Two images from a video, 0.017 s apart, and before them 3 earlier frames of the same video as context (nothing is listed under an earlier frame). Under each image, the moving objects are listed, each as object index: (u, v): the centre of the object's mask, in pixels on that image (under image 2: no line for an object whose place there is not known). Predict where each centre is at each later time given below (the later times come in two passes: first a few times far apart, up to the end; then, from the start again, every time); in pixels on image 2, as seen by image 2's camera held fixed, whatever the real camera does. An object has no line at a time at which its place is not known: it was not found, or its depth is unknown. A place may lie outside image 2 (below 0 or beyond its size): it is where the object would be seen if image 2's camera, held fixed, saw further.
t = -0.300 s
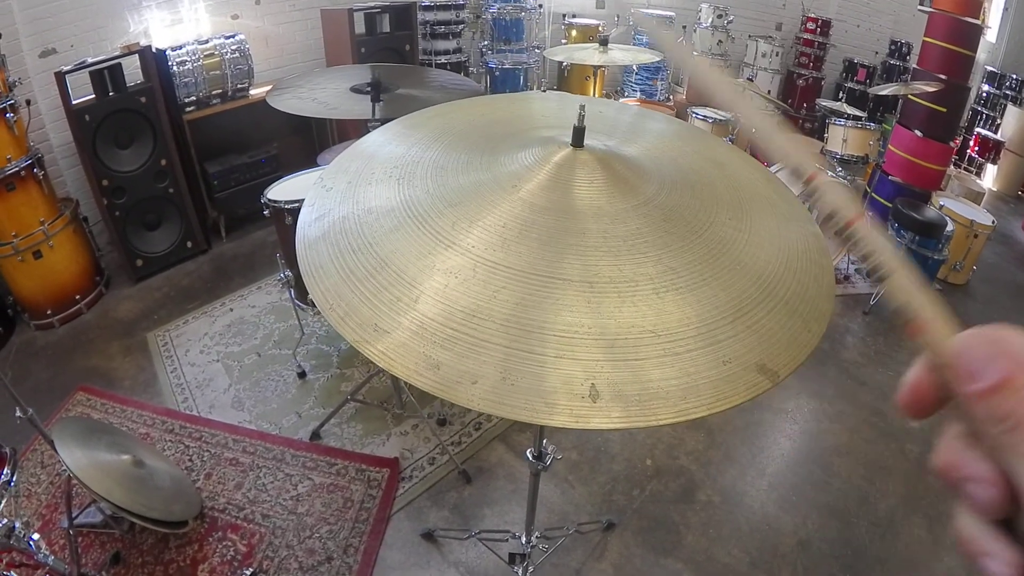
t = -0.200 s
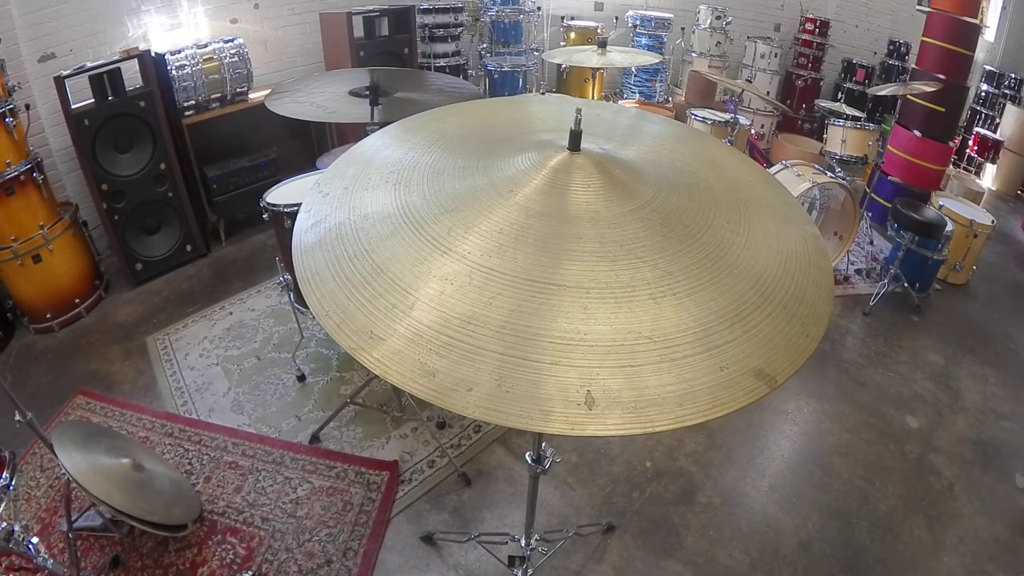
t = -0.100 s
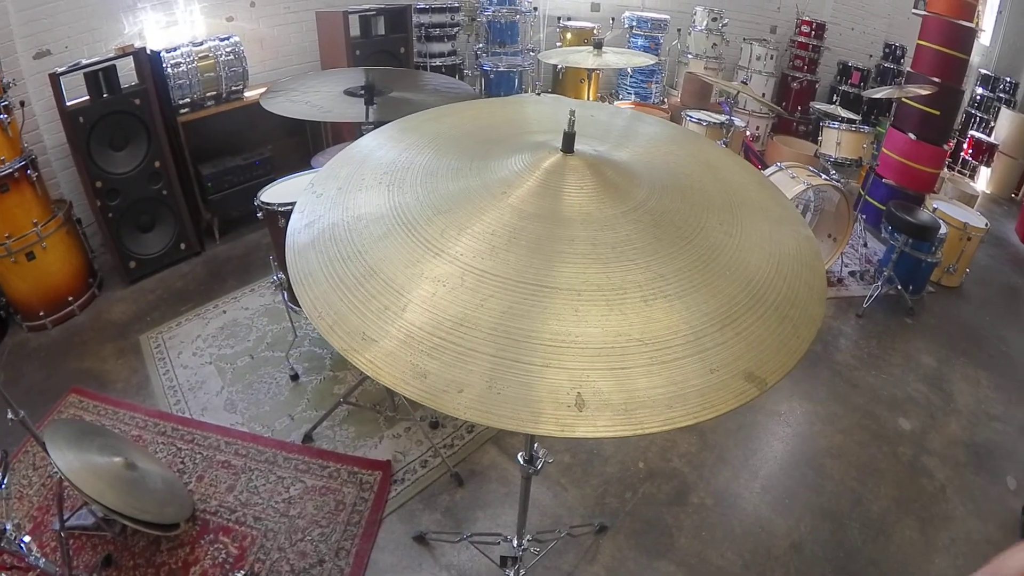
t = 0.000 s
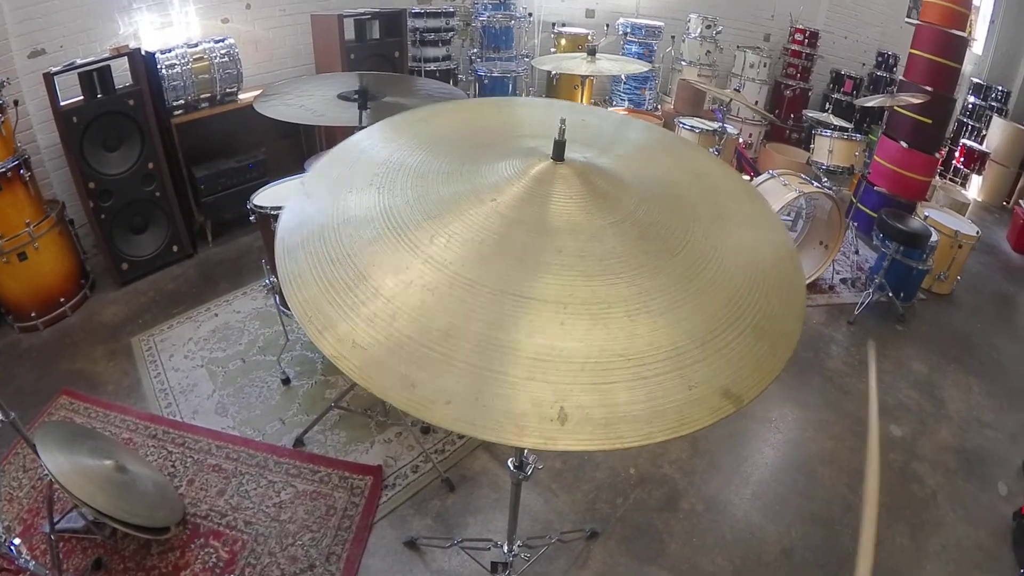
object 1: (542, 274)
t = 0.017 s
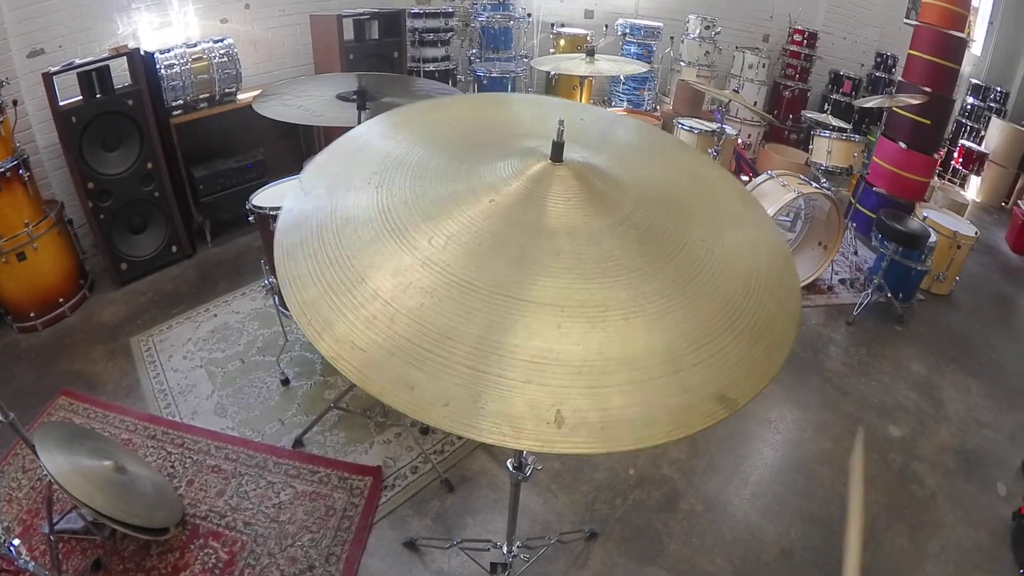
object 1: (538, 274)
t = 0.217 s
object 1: (531, 269)
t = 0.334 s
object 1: (541, 274)
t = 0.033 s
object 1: (535, 272)
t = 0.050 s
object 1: (533, 271)
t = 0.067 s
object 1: (532, 270)
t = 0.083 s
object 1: (531, 271)
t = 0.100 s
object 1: (529, 269)
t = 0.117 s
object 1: (528, 267)
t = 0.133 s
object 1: (528, 267)
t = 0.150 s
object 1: (529, 268)
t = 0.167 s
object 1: (529, 269)
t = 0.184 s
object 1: (529, 267)
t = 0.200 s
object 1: (529, 267)
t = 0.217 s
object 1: (531, 269)
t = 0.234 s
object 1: (533, 271)
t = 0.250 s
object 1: (533, 271)
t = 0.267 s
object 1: (535, 272)
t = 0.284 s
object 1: (537, 273)
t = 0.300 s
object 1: (538, 273)
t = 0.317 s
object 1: (540, 274)
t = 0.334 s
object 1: (541, 274)
